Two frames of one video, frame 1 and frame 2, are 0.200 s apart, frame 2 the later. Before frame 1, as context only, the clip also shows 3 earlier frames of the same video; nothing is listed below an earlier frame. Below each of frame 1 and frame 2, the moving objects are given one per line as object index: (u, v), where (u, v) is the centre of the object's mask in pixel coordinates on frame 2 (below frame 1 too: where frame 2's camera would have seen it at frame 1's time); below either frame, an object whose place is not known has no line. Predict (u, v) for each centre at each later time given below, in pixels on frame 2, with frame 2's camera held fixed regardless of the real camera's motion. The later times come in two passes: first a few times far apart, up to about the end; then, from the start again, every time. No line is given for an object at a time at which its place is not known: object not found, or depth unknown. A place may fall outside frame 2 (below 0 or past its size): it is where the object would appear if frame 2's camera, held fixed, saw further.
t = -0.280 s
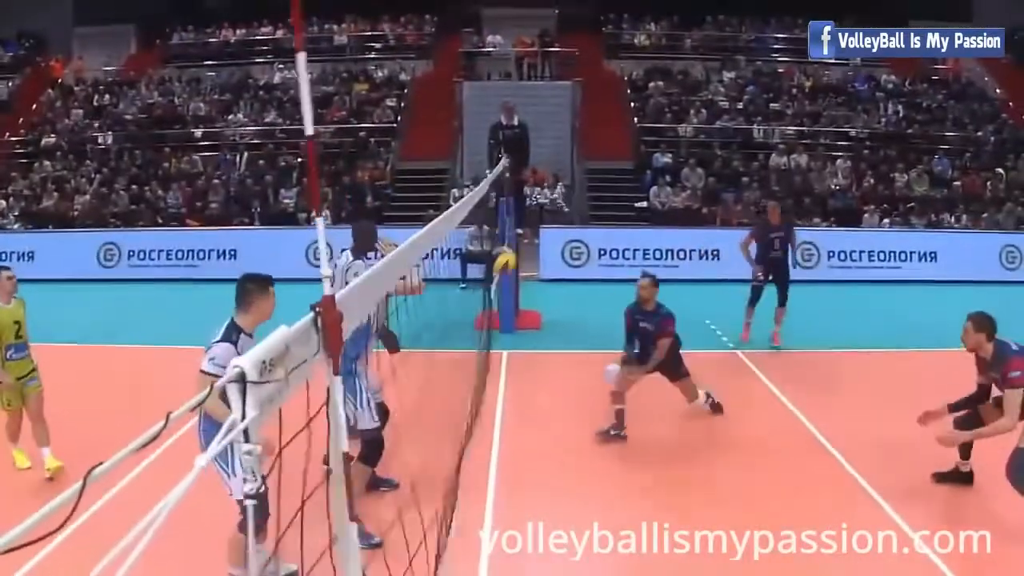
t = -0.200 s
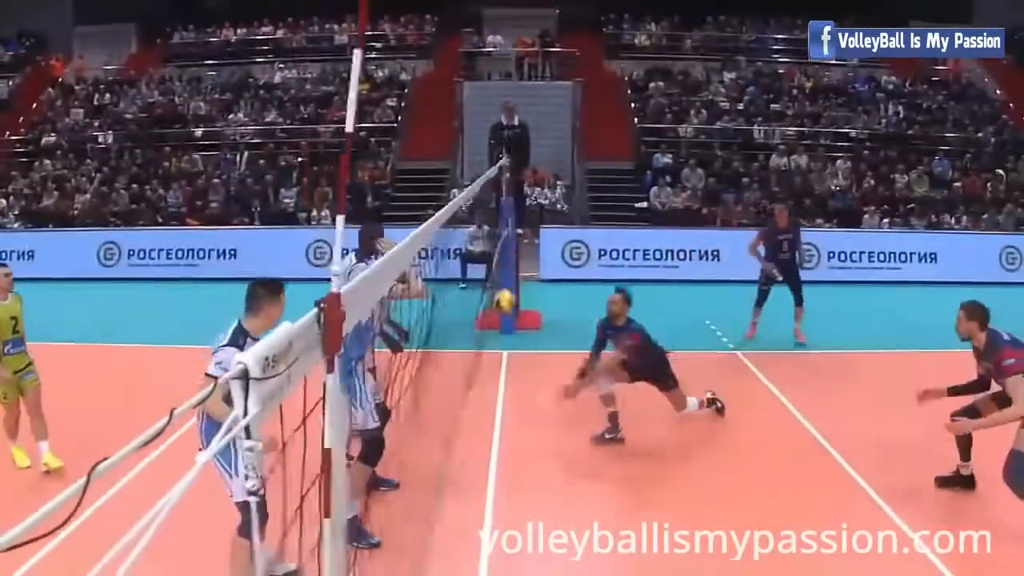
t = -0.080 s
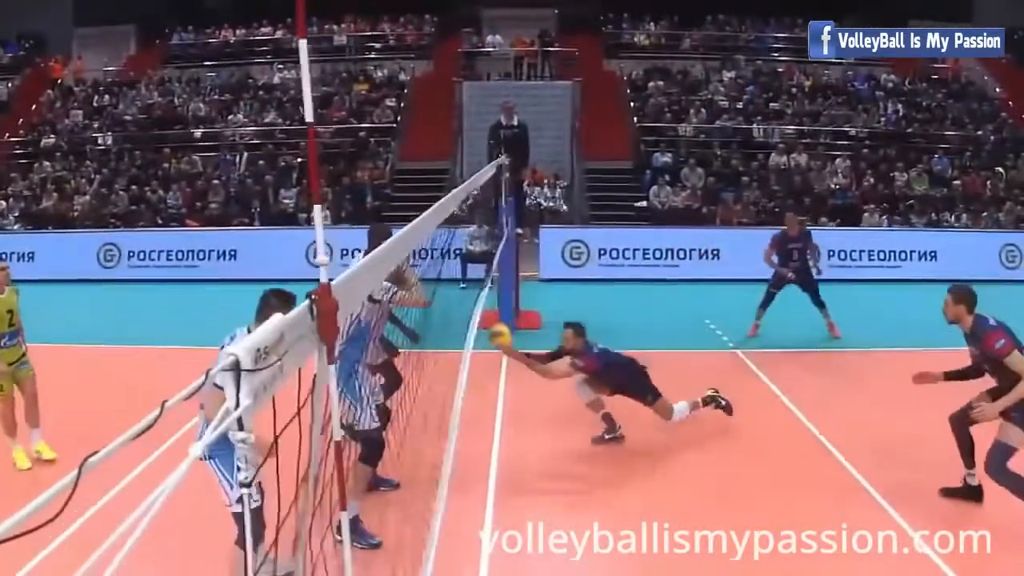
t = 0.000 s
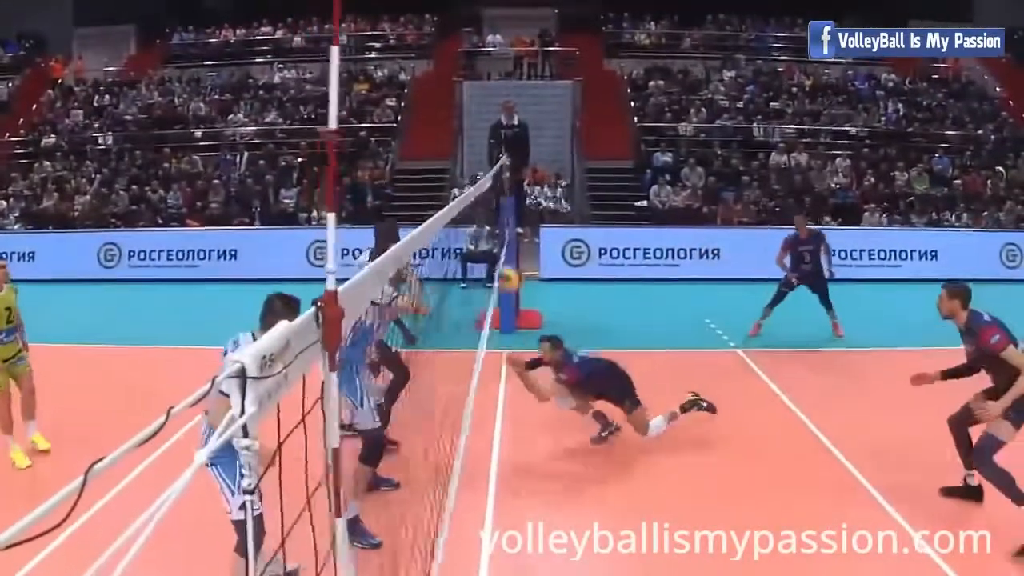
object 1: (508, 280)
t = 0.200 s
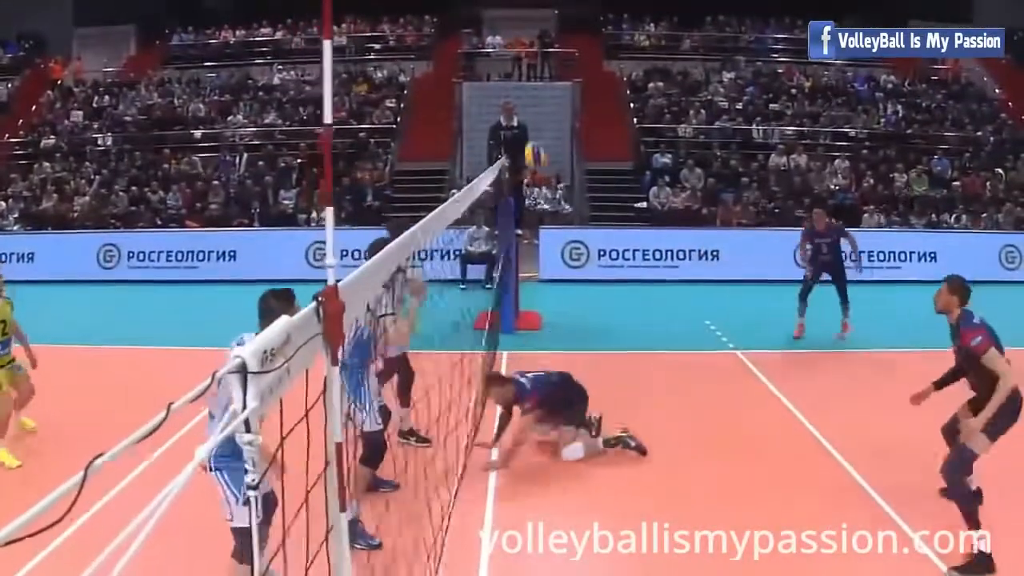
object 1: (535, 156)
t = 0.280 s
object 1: (543, 117)
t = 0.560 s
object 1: (584, 40)
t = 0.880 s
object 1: (631, 92)
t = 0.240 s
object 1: (540, 135)
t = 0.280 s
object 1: (543, 117)
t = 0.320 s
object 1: (551, 101)
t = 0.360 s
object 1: (556, 85)
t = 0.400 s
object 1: (562, 72)
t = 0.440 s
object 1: (565, 62)
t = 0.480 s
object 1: (572, 50)
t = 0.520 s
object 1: (576, 44)
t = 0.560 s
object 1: (584, 40)
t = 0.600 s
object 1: (590, 38)
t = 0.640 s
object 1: (595, 39)
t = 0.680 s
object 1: (601, 42)
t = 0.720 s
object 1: (608, 47)
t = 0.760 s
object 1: (614, 54)
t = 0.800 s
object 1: (621, 64)
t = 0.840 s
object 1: (626, 77)
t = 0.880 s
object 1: (631, 92)
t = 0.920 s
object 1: (638, 111)
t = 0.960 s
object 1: (643, 133)
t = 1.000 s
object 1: (650, 155)
